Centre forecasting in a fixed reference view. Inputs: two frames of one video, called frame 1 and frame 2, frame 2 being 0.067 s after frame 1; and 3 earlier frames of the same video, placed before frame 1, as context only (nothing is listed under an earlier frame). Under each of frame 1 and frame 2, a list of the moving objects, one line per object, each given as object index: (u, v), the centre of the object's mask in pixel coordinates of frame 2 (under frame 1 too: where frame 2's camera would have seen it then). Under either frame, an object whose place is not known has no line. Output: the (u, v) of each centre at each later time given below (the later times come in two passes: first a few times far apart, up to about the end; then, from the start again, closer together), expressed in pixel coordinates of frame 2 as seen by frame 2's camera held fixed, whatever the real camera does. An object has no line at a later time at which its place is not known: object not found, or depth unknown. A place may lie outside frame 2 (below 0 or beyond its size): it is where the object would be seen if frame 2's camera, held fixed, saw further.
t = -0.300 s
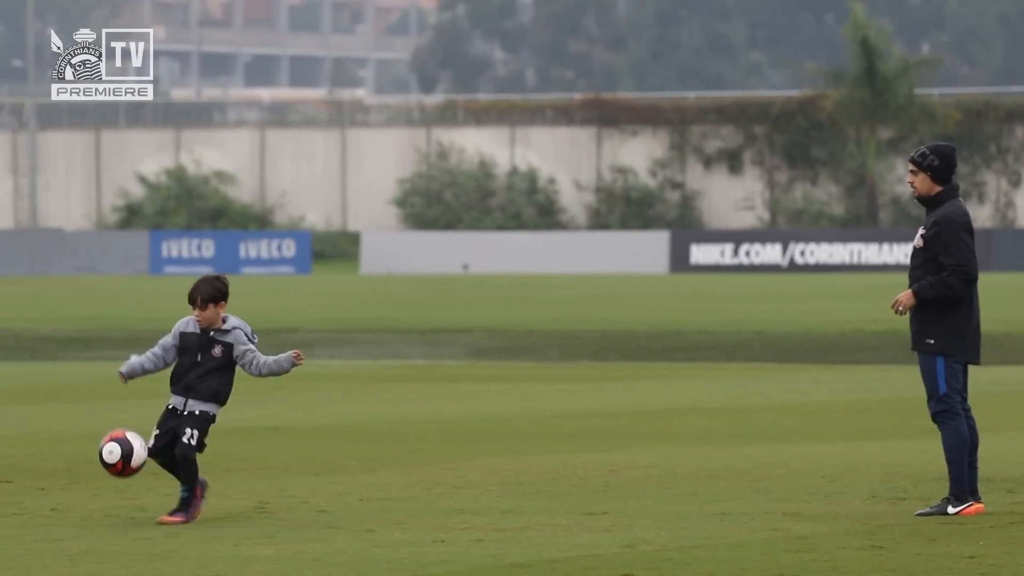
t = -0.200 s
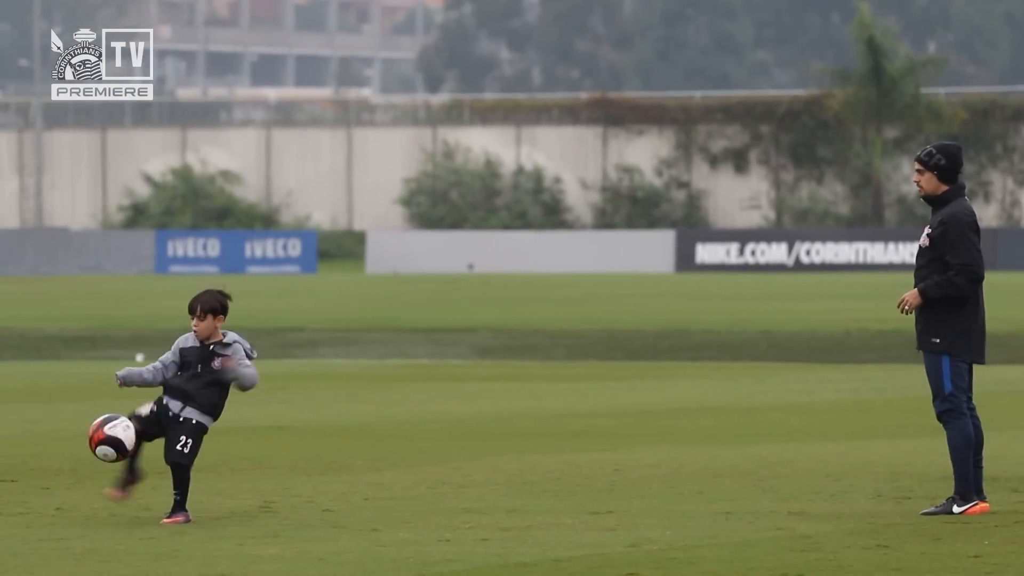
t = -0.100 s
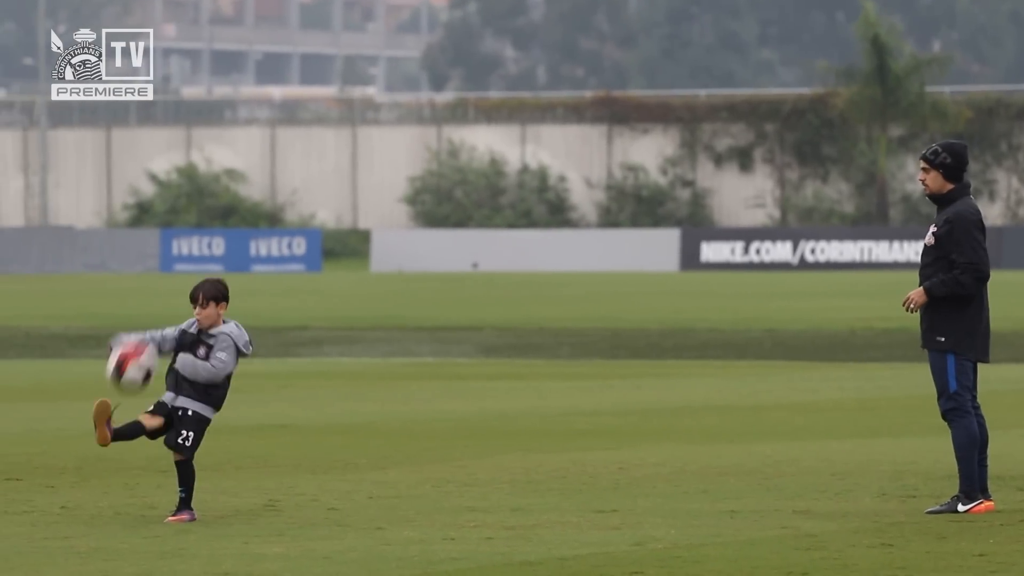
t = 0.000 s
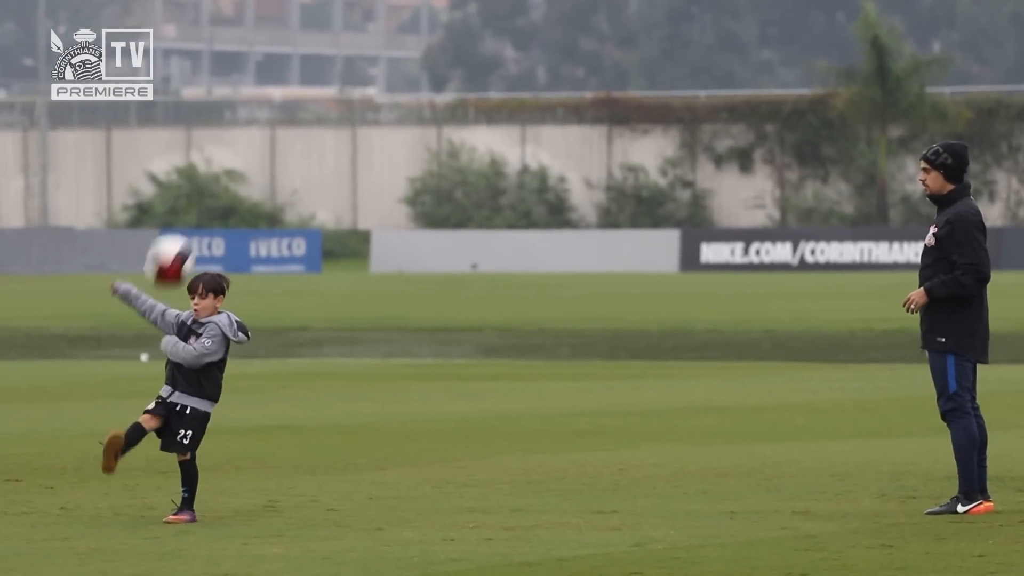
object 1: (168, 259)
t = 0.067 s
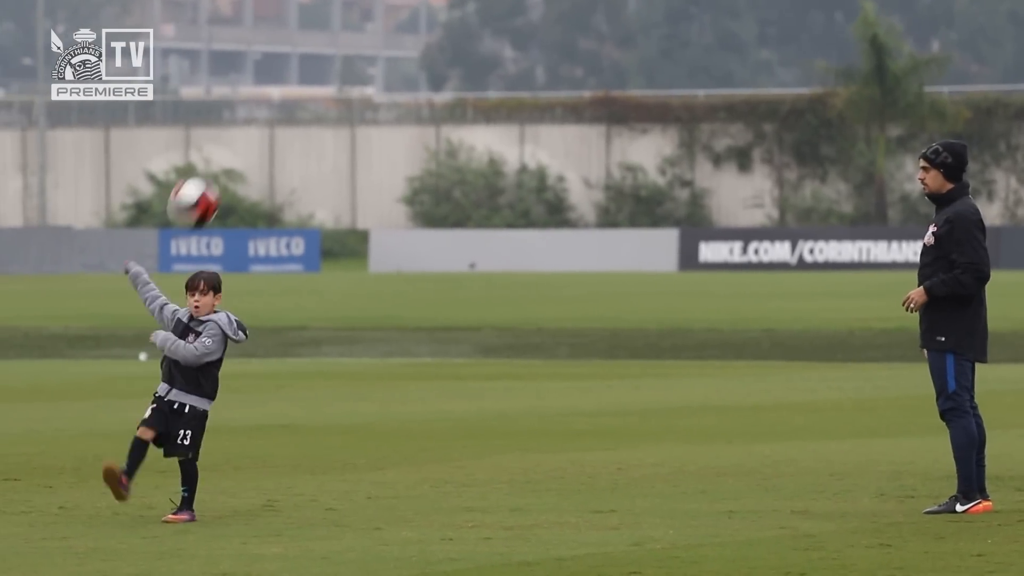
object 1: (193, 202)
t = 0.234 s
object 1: (261, 96)
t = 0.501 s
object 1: (362, 47)
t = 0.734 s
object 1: (451, 129)
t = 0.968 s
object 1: (543, 346)
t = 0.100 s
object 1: (207, 175)
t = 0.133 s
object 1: (221, 152)
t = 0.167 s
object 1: (234, 131)
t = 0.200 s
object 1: (247, 112)
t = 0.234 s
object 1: (261, 96)
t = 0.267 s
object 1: (274, 82)
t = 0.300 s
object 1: (286, 70)
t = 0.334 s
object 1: (299, 61)
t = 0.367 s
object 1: (312, 53)
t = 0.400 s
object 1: (324, 49)
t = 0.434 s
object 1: (337, 46)
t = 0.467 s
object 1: (350, 45)
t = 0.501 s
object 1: (362, 47)
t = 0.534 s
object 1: (375, 51)
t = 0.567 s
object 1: (387, 58)
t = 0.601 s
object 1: (399, 67)
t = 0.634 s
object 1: (411, 79)
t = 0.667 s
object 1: (425, 95)
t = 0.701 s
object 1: (438, 112)
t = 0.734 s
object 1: (451, 129)
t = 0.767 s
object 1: (465, 155)
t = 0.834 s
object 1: (489, 206)
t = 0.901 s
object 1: (518, 272)
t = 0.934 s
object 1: (531, 308)
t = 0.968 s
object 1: (543, 346)
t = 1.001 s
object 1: (557, 388)
